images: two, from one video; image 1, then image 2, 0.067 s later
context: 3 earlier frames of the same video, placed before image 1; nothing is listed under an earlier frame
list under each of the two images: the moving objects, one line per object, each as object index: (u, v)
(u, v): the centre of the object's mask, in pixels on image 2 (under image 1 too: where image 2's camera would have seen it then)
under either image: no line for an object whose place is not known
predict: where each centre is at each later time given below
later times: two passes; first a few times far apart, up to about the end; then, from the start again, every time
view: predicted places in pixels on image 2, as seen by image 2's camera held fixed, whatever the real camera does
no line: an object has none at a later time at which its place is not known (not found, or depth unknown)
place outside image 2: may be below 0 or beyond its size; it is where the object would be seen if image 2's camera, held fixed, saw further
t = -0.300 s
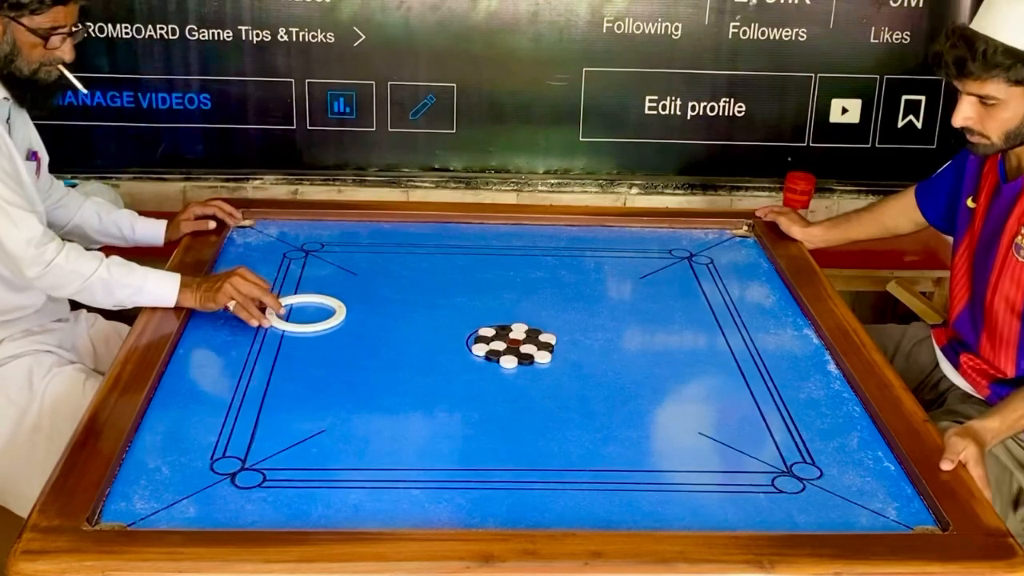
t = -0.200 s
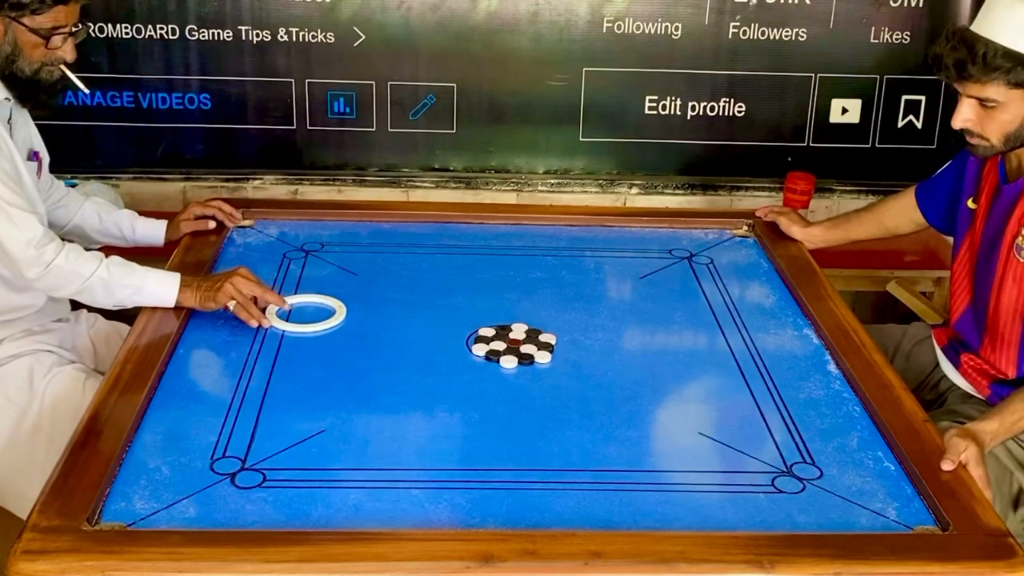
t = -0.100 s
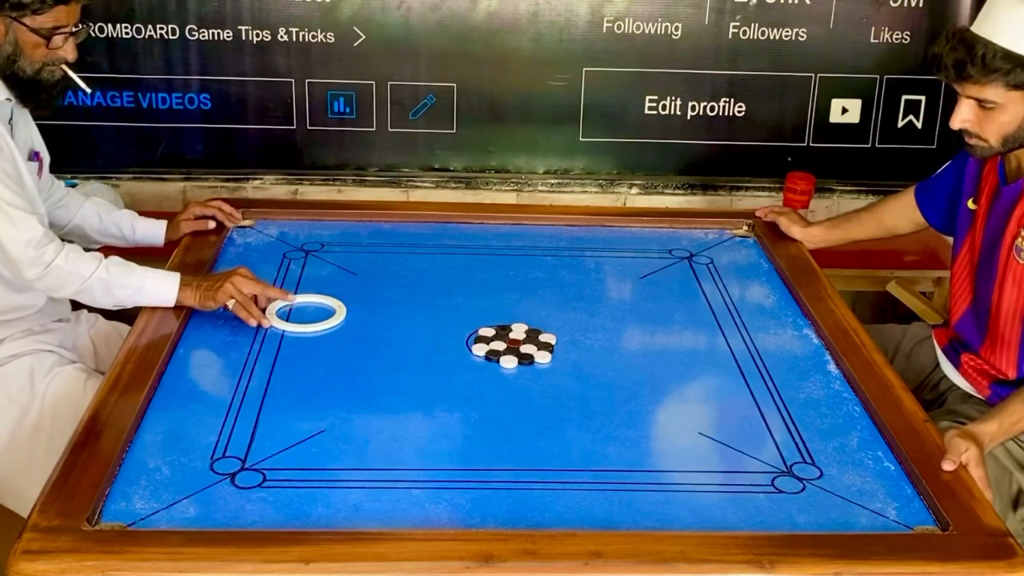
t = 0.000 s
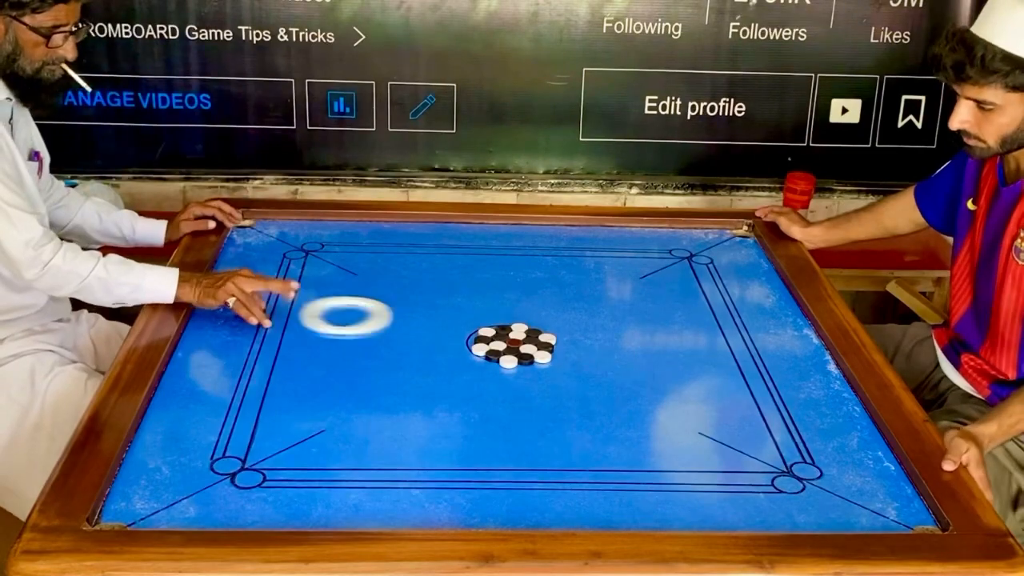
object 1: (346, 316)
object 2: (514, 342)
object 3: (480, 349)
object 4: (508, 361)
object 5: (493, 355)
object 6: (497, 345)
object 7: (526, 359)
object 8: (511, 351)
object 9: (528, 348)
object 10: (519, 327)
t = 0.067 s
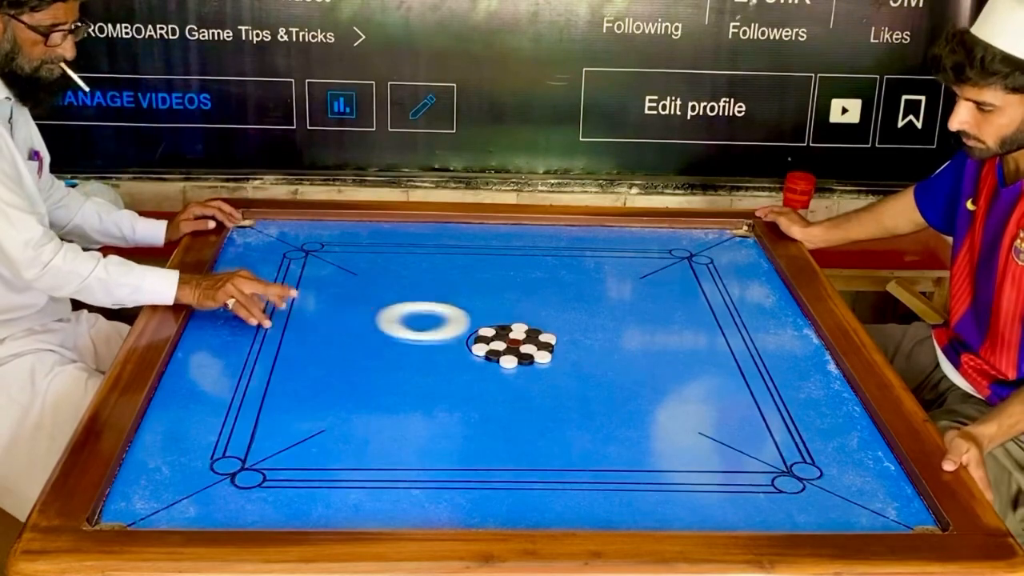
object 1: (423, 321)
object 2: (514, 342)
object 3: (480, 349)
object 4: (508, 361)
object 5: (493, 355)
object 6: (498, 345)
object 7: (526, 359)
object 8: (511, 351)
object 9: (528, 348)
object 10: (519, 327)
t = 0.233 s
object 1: (494, 307)
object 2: (576, 360)
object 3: (459, 354)
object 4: (494, 399)
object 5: (485, 366)
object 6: (492, 355)
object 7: (562, 396)
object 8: (510, 372)
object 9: (598, 372)
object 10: (598, 303)
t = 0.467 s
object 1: (562, 286)
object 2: (667, 383)
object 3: (428, 362)
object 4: (468, 467)
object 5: (472, 382)
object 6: (485, 366)
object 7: (625, 463)
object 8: (507, 401)
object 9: (704, 406)
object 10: (702, 269)
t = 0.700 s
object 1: (621, 268)
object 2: (756, 405)
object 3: (397, 369)
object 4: (438, 523)
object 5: (458, 397)
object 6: (478, 376)
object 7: (691, 529)
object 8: (502, 431)
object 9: (810, 441)
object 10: (724, 242)
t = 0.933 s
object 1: (672, 253)
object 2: (783, 428)
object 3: (369, 375)
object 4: (422, 477)
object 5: (446, 410)
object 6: (471, 384)
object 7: (705, 478)
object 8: (496, 462)
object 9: (888, 471)
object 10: (649, 233)
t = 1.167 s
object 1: (716, 240)
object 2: (775, 472)
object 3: (343, 380)
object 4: (408, 436)
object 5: (432, 419)
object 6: (464, 390)
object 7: (713, 434)
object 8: (488, 488)
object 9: (836, 485)
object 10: (595, 249)
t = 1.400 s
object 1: (719, 247)
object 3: (321, 385)
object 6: (457, 395)
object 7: (718, 397)
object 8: (480, 513)
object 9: (789, 496)
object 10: (540, 265)
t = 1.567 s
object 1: (711, 249)
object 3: (306, 388)
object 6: (453, 397)
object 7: (711, 375)
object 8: (475, 525)
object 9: (758, 503)
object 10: (499, 278)
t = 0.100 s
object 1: (450, 321)
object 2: (523, 344)
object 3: (478, 350)
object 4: (508, 364)
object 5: (493, 356)
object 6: (497, 346)
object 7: (528, 361)
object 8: (512, 352)
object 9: (536, 352)
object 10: (528, 324)
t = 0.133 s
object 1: (461, 317)
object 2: (535, 349)
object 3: (473, 351)
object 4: (504, 373)
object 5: (491, 359)
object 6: (495, 349)
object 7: (537, 371)
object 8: (510, 359)
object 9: (552, 358)
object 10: (547, 319)
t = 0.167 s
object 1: (472, 314)
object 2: (549, 352)
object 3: (468, 352)
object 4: (501, 381)
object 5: (489, 361)
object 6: (495, 351)
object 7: (545, 379)
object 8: (511, 363)
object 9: (567, 363)
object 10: (564, 314)
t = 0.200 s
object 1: (483, 310)
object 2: (563, 357)
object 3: (463, 353)
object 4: (498, 390)
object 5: (487, 364)
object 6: (494, 353)
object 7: (553, 388)
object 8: (510, 368)
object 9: (583, 367)
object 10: (582, 308)
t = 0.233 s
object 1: (494, 307)
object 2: (576, 360)
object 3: (459, 354)
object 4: (494, 399)
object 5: (485, 366)
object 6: (492, 355)
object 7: (562, 396)
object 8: (510, 372)
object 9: (598, 372)
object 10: (598, 303)
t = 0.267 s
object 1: (504, 304)
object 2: (589, 363)
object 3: (454, 356)
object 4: (491, 409)
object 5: (483, 368)
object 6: (491, 357)
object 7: (570, 406)
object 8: (509, 376)
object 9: (613, 377)
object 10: (615, 297)
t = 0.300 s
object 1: (514, 300)
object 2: (603, 366)
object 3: (450, 357)
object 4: (487, 418)
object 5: (481, 371)
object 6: (490, 358)
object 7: (579, 414)
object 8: (509, 380)
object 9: (628, 382)
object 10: (630, 292)
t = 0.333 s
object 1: (524, 297)
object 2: (616, 369)
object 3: (445, 358)
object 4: (483, 427)
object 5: (479, 373)
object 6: (489, 360)
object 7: (588, 424)
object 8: (508, 384)
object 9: (643, 387)
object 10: (645, 287)
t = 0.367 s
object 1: (534, 294)
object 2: (629, 372)
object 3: (441, 359)
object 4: (480, 437)
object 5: (477, 375)
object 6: (488, 361)
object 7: (597, 433)
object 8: (508, 389)
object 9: (658, 392)
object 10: (660, 283)
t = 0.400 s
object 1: (544, 291)
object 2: (642, 376)
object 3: (436, 360)
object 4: (476, 447)
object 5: (475, 377)
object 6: (487, 363)
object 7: (606, 443)
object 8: (508, 393)
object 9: (673, 397)
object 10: (675, 278)
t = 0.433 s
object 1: (553, 288)
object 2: (654, 379)
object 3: (432, 361)
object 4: (472, 456)
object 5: (473, 380)
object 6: (486, 364)
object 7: (615, 453)
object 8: (507, 397)
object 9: (689, 402)
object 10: (688, 274)
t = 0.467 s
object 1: (562, 286)
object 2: (667, 383)
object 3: (428, 362)
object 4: (468, 467)
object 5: (472, 382)
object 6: (485, 366)
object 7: (625, 463)
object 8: (507, 401)
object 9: (704, 406)
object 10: (702, 269)
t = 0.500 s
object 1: (571, 283)
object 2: (681, 386)
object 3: (423, 363)
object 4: (463, 477)
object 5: (470, 384)
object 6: (484, 368)
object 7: (634, 474)
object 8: (506, 405)
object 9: (719, 412)
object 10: (715, 265)
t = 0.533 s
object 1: (580, 280)
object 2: (694, 389)
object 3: (419, 364)
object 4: (459, 488)
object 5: (468, 386)
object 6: (483, 369)
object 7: (643, 484)
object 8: (506, 410)
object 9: (735, 417)
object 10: (728, 261)
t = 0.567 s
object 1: (589, 277)
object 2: (707, 393)
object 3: (414, 365)
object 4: (455, 498)
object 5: (466, 388)
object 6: (482, 371)
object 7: (653, 494)
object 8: (505, 414)
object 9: (749, 422)
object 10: (740, 257)
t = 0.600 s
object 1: (597, 275)
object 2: (719, 396)
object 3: (410, 366)
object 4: (450, 509)
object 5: (464, 390)
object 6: (481, 372)
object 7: (663, 505)
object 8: (504, 418)
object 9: (765, 427)
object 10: (753, 253)
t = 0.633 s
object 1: (605, 272)
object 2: (732, 399)
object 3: (406, 367)
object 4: (446, 519)
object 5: (462, 393)
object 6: (480, 373)
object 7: (672, 516)
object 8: (503, 423)
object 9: (780, 431)
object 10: (751, 249)
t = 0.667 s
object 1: (613, 270)
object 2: (744, 402)
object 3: (402, 368)
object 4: (442, 526)
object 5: (460, 395)
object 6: (479, 375)
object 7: (682, 525)
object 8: (503, 427)
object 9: (795, 436)
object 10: (738, 246)
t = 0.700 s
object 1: (621, 268)
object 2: (756, 405)
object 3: (397, 369)
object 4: (438, 523)
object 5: (458, 397)
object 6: (478, 376)
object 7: (691, 529)
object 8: (502, 431)
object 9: (810, 441)
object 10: (724, 242)
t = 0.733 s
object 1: (629, 265)
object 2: (769, 408)
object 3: (393, 370)
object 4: (435, 518)
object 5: (456, 399)
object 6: (477, 377)
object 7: (694, 524)
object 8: (501, 436)
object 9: (825, 446)
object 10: (712, 239)
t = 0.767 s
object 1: (636, 263)
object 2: (780, 412)
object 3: (389, 371)
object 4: (433, 511)
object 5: (455, 401)
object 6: (476, 378)
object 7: (696, 517)
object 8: (501, 440)
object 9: (839, 451)
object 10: (699, 235)
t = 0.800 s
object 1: (644, 261)
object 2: (793, 415)
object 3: (385, 372)
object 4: (431, 504)
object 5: (453, 403)
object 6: (475, 379)
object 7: (698, 508)
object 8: (500, 444)
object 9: (854, 455)
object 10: (686, 232)
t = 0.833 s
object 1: (651, 259)
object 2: (804, 417)
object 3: (381, 373)
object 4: (429, 497)
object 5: (451, 404)
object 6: (474, 380)
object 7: (700, 500)
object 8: (499, 448)
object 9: (868, 459)
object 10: (674, 229)
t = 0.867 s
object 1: (658, 257)
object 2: (800, 420)
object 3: (377, 374)
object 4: (427, 490)
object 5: (449, 406)
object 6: (473, 381)
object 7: (702, 492)
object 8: (498, 453)
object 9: (882, 464)
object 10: (665, 229)
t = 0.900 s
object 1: (665, 254)
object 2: (791, 424)
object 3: (373, 374)
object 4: (424, 483)
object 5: (447, 408)
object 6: (472, 382)
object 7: (703, 486)
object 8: (497, 457)
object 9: (894, 469)
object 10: (657, 231)
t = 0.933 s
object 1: (672, 253)
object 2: (783, 428)
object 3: (369, 375)
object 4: (422, 477)
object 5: (446, 410)
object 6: (471, 384)
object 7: (705, 478)
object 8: (496, 462)
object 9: (888, 471)
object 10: (649, 233)
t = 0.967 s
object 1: (678, 251)
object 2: (782, 433)
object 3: (366, 376)
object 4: (420, 470)
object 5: (444, 411)
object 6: (470, 385)
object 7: (706, 471)
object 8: (495, 465)
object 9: (880, 473)
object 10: (641, 235)
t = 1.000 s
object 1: (685, 249)
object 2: (781, 440)
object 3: (362, 377)
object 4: (418, 464)
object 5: (442, 413)
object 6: (469, 386)
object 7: (708, 465)
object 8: (494, 470)
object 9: (873, 475)
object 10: (633, 238)
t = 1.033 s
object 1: (692, 247)
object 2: (780, 447)
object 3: (358, 377)
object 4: (415, 458)
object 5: (440, 414)
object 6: (468, 386)
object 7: (709, 459)
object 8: (493, 473)
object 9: (865, 477)
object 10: (626, 240)
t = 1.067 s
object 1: (698, 245)
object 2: (778, 453)
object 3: (354, 378)
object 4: (413, 453)
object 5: (438, 415)
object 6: (467, 387)
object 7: (710, 452)
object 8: (492, 477)
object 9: (857, 479)
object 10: (618, 242)
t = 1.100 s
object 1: (704, 243)
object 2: (778, 459)
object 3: (350, 379)
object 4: (412, 447)
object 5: (436, 417)
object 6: (466, 388)
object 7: (711, 446)
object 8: (491, 481)
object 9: (850, 482)
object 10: (610, 244)
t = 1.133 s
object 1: (710, 242)
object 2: (777, 465)
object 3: (347, 380)
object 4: (409, 442)
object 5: (434, 418)
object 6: (465, 389)
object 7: (712, 440)
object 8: (490, 484)
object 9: (843, 483)
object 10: (602, 247)
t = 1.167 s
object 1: (716, 240)
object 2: (775, 472)
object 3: (343, 380)
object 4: (408, 436)
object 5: (432, 419)
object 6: (464, 390)
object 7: (713, 434)
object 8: (488, 488)
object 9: (836, 485)
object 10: (595, 249)
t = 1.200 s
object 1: (720, 242)
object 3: (340, 381)
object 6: (463, 391)
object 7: (714, 428)
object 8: (487, 492)
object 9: (830, 487)
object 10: (587, 251)
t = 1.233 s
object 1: (724, 243)
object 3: (336, 382)
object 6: (462, 392)
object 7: (715, 423)
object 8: (486, 496)
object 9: (823, 489)
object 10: (579, 254)
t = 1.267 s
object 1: (727, 244)
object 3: (333, 382)
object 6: (461, 392)
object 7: (716, 417)
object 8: (485, 499)
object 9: (816, 490)
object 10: (571, 256)
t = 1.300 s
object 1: (725, 245)
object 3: (330, 383)
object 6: (460, 393)
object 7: (717, 412)
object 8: (484, 503)
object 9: (809, 492)
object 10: (563, 258)
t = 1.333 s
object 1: (722, 245)
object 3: (327, 384)
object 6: (459, 394)
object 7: (717, 407)
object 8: (482, 506)
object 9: (802, 494)
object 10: (555, 261)
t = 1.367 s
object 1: (721, 246)
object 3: (324, 384)
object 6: (459, 395)
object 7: (718, 402)
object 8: (481, 510)
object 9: (796, 495)
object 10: (548, 263)
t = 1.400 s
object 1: (719, 247)
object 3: (321, 385)
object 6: (457, 395)
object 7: (718, 397)
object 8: (480, 513)
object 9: (789, 496)
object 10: (540, 265)
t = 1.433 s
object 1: (716, 247)
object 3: (317, 386)
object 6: (456, 395)
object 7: (719, 392)
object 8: (479, 516)
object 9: (783, 498)
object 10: (532, 268)
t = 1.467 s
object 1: (715, 248)
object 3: (314, 386)
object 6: (456, 396)
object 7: (720, 387)
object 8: (478, 519)
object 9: (776, 499)
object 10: (524, 270)
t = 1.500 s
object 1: (713, 248)
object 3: (312, 387)
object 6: (455, 396)
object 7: (720, 382)
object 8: (477, 522)
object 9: (770, 500)
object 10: (516, 272)
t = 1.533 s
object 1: (712, 249)
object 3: (309, 388)
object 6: (454, 397)
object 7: (717, 378)
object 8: (476, 524)
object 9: (764, 501)
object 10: (508, 275)
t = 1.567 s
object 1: (711, 249)
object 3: (306, 388)
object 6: (453, 397)
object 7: (711, 375)
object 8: (475, 525)
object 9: (758, 503)
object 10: (499, 278)
